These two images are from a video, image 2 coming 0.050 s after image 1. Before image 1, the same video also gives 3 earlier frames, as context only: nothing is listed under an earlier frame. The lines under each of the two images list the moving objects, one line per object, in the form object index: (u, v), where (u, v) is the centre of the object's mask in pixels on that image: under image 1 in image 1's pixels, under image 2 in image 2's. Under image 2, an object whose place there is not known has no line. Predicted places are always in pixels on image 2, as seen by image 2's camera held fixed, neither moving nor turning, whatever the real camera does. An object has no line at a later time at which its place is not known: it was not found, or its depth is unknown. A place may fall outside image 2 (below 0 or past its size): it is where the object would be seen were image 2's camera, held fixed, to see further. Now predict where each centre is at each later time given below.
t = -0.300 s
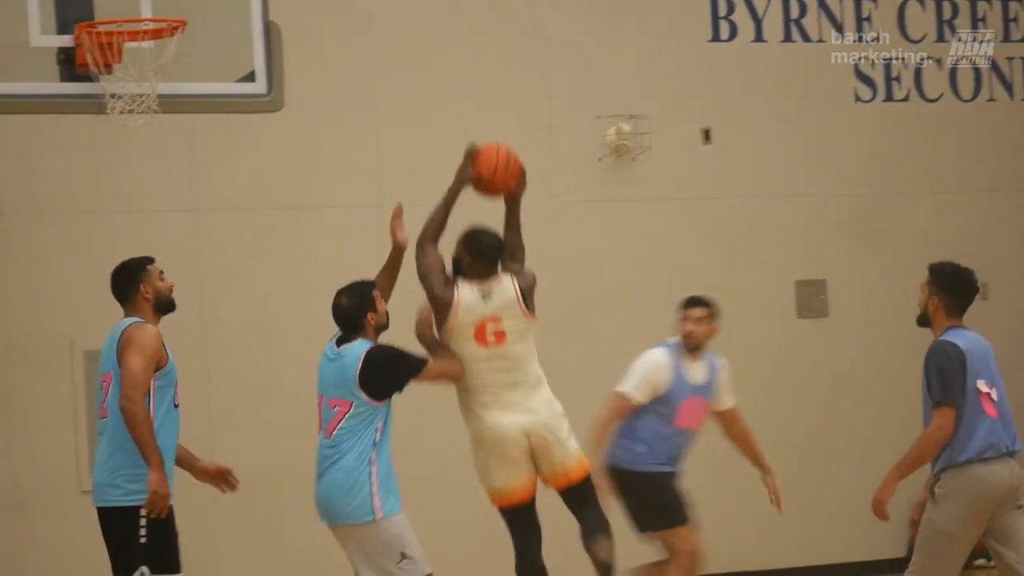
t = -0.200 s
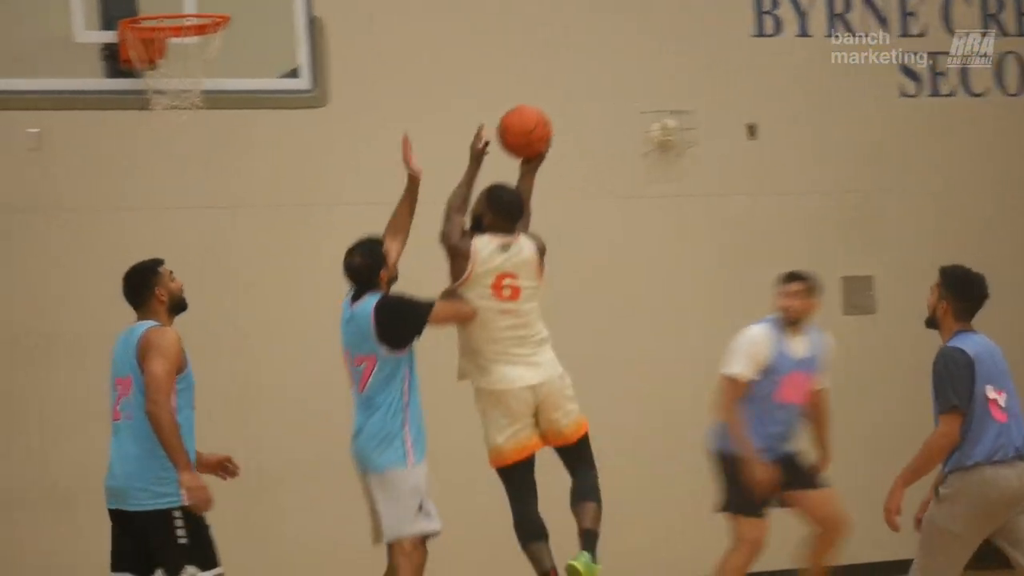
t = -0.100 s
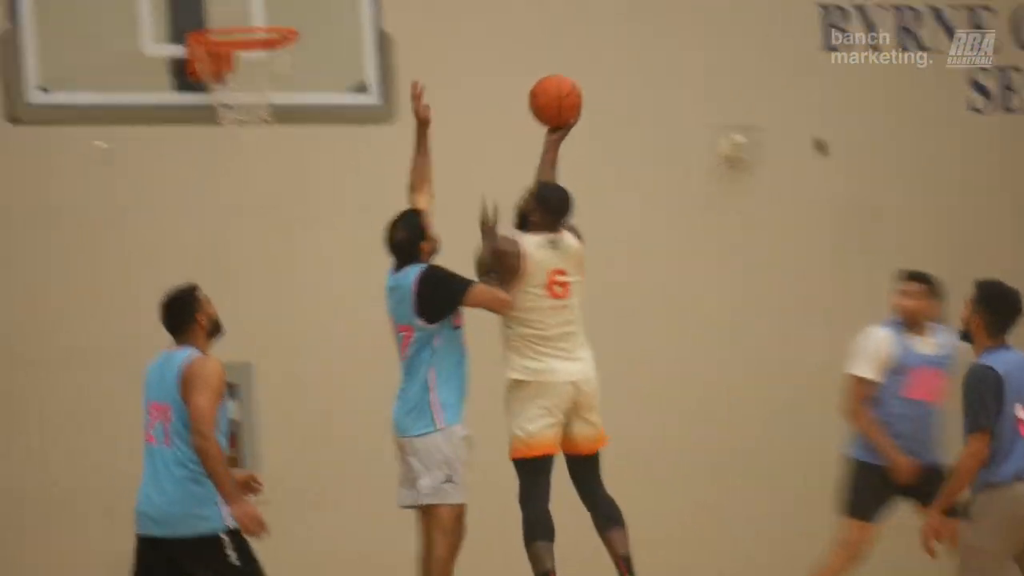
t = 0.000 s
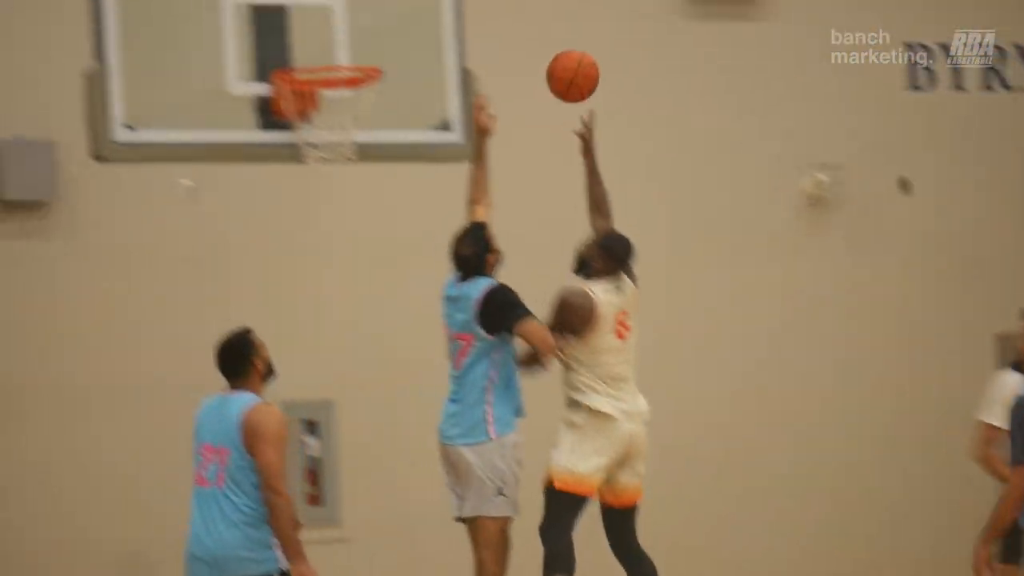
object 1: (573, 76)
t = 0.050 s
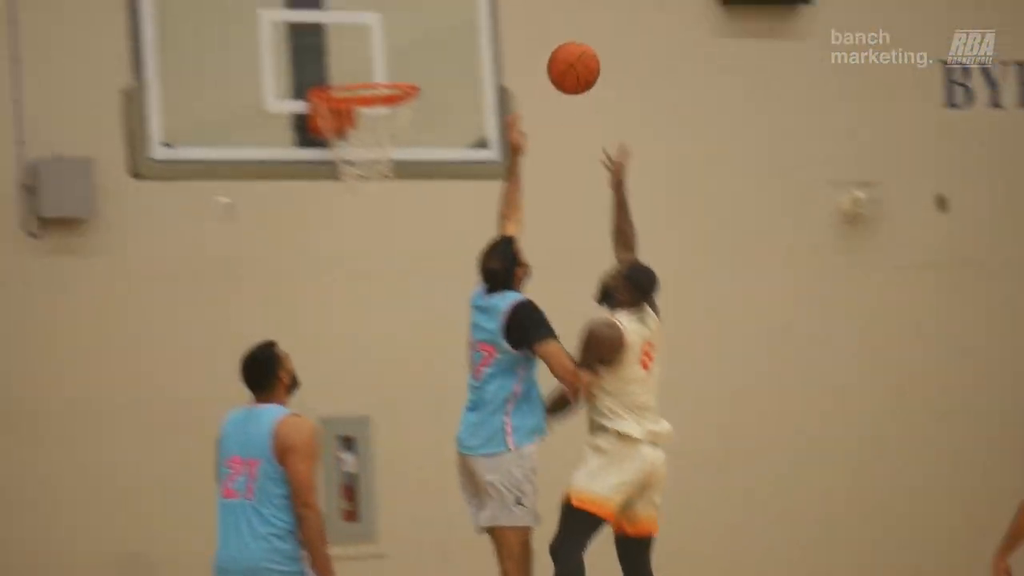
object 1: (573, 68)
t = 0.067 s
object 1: (561, 61)
